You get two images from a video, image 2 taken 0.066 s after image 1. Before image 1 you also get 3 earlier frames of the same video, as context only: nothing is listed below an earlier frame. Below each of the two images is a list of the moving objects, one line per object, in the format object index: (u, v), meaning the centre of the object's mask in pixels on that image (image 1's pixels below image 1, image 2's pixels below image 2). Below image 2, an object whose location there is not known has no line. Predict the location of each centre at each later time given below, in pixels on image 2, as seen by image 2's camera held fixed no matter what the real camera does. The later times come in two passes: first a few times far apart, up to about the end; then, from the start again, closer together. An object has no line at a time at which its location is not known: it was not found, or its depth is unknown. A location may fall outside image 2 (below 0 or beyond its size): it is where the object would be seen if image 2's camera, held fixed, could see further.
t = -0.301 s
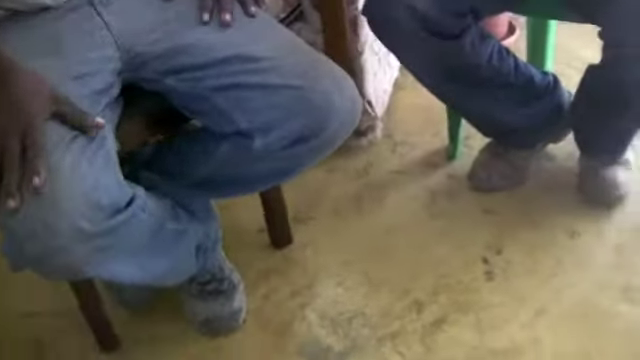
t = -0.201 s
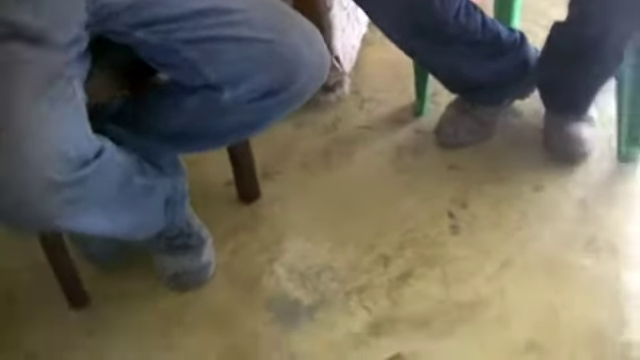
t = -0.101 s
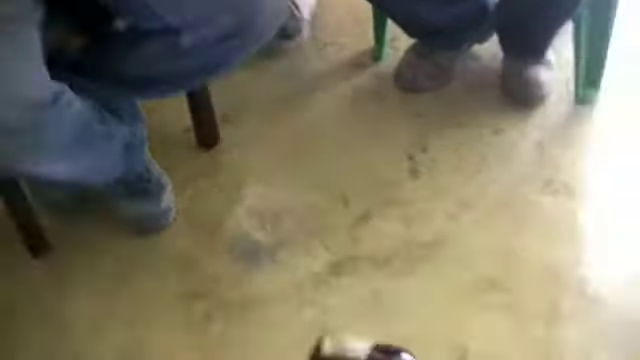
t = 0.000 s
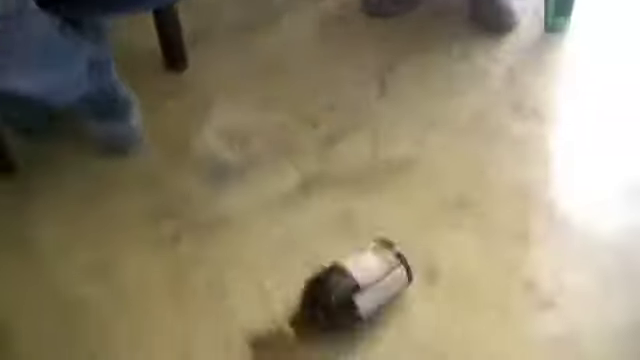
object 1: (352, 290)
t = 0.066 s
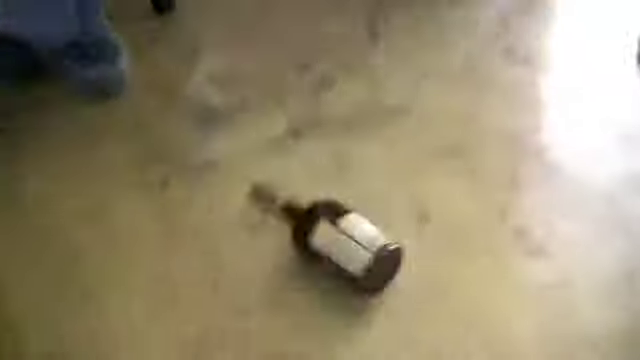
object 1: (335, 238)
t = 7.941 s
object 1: (460, 258)
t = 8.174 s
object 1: (448, 258)
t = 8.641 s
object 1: (403, 252)
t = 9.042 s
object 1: (378, 246)
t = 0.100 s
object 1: (334, 242)
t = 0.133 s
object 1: (336, 241)
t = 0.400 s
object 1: (340, 250)
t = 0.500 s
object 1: (348, 253)
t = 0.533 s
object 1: (346, 255)
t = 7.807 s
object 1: (461, 259)
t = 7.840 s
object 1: (461, 259)
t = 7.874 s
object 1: (460, 259)
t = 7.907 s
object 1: (460, 259)
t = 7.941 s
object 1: (460, 258)
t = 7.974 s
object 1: (458, 259)
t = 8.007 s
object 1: (456, 259)
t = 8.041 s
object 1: (455, 259)
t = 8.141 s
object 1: (450, 258)
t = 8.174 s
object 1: (448, 258)
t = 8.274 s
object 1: (439, 257)
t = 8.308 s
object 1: (437, 257)
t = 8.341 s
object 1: (433, 257)
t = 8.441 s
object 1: (424, 255)
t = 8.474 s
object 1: (420, 255)
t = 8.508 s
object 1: (416, 254)
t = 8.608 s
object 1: (406, 252)
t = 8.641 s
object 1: (403, 252)
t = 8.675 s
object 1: (399, 252)
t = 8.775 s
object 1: (391, 250)
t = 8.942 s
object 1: (382, 248)
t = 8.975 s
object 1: (380, 248)
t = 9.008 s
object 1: (379, 246)
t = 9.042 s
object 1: (378, 246)
